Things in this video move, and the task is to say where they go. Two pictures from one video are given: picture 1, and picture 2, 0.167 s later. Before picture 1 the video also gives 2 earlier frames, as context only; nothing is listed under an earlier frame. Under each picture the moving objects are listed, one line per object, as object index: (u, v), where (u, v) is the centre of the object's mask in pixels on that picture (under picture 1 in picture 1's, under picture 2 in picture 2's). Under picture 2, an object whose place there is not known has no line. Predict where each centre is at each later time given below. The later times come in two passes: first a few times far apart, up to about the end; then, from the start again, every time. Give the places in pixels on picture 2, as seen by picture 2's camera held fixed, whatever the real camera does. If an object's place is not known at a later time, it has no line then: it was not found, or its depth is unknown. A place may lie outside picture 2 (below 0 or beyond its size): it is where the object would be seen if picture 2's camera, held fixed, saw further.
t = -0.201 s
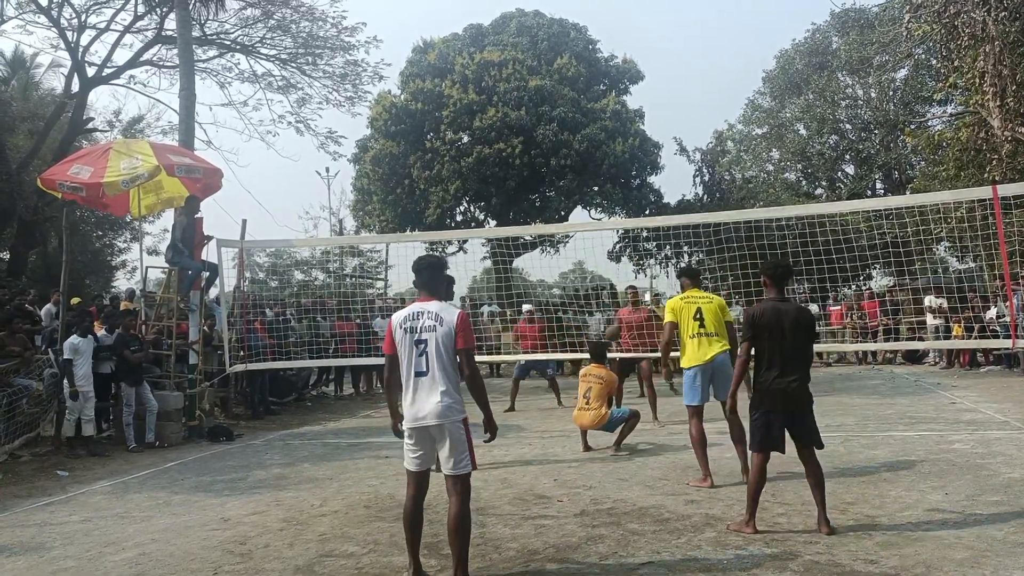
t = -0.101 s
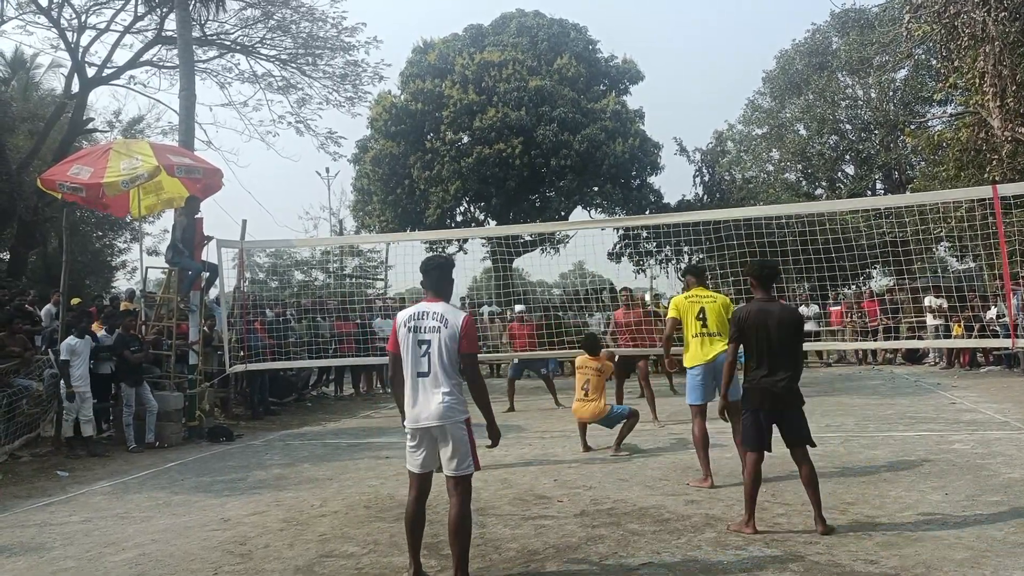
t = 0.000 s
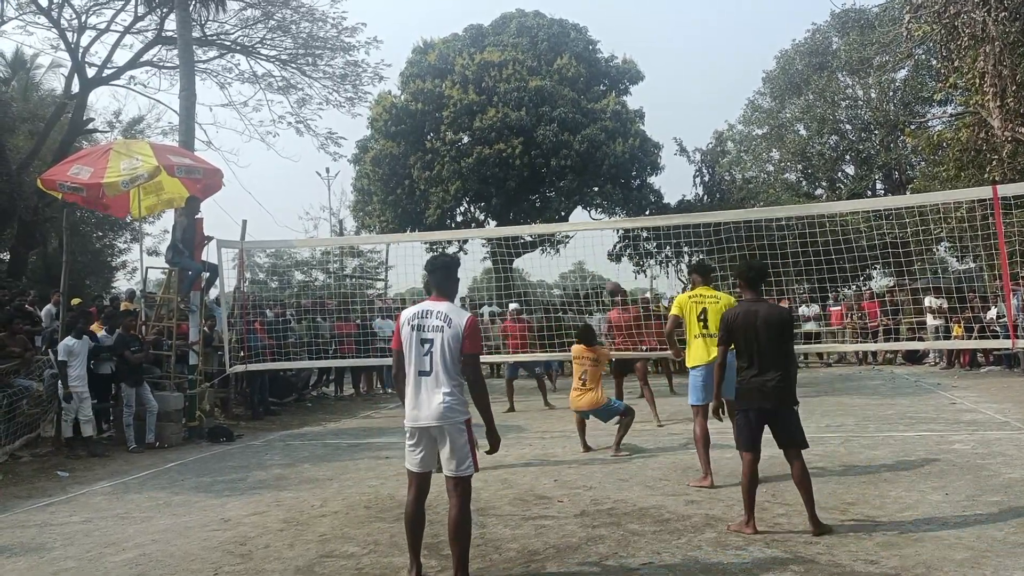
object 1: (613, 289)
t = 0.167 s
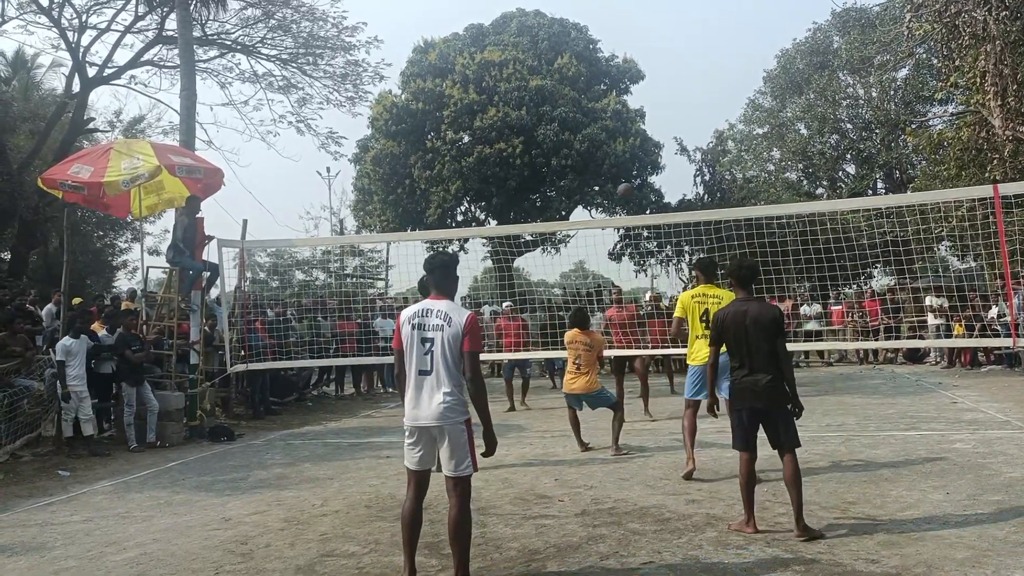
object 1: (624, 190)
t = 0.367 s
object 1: (643, 105)
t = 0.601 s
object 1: (667, 47)
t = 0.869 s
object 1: (700, 46)
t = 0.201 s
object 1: (626, 173)
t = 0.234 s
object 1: (630, 157)
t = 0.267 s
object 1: (633, 141)
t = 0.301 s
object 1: (636, 129)
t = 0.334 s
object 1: (640, 116)
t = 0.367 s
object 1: (643, 105)
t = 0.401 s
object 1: (646, 94)
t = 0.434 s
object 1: (649, 84)
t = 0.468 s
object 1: (652, 74)
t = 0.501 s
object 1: (656, 66)
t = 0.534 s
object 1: (659, 59)
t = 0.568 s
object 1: (663, 53)
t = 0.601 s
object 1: (667, 47)
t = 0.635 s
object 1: (671, 44)
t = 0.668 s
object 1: (675, 41)
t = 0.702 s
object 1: (679, 39)
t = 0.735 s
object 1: (683, 38)
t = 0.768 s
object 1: (687, 39)
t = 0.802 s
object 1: (691, 40)
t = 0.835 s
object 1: (696, 43)
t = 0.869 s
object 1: (700, 46)
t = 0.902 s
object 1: (705, 51)
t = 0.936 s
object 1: (710, 57)
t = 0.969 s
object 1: (715, 64)
